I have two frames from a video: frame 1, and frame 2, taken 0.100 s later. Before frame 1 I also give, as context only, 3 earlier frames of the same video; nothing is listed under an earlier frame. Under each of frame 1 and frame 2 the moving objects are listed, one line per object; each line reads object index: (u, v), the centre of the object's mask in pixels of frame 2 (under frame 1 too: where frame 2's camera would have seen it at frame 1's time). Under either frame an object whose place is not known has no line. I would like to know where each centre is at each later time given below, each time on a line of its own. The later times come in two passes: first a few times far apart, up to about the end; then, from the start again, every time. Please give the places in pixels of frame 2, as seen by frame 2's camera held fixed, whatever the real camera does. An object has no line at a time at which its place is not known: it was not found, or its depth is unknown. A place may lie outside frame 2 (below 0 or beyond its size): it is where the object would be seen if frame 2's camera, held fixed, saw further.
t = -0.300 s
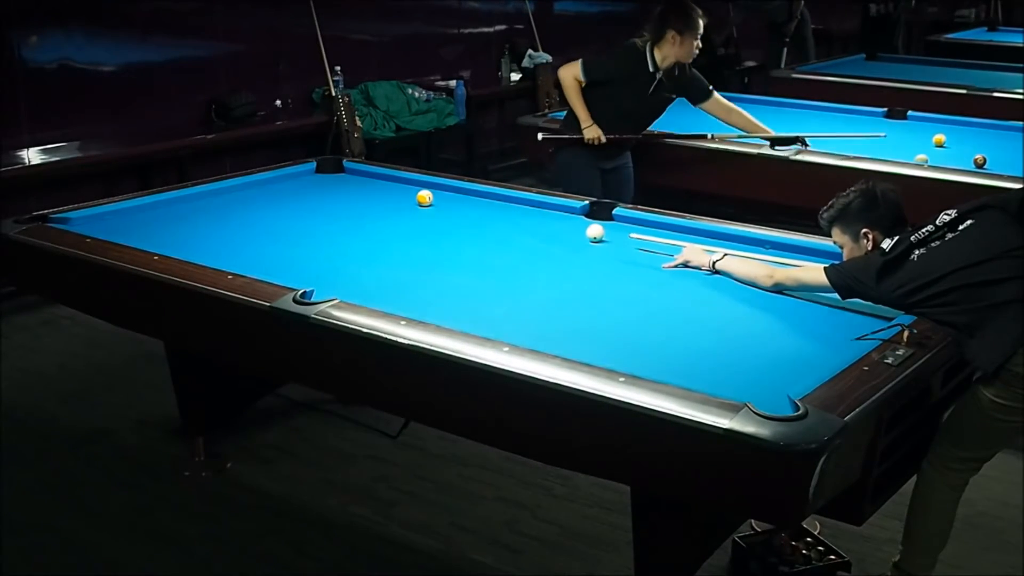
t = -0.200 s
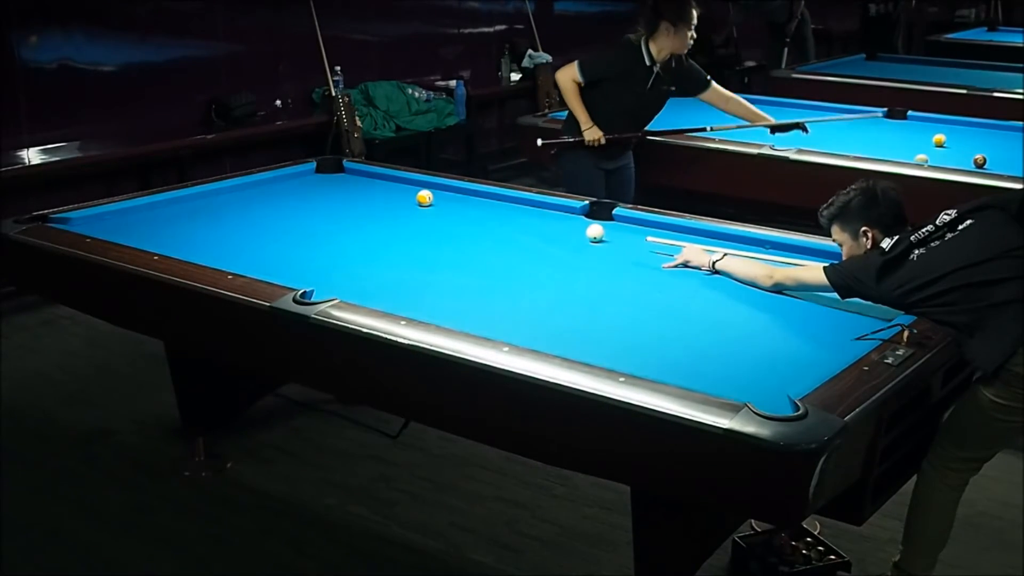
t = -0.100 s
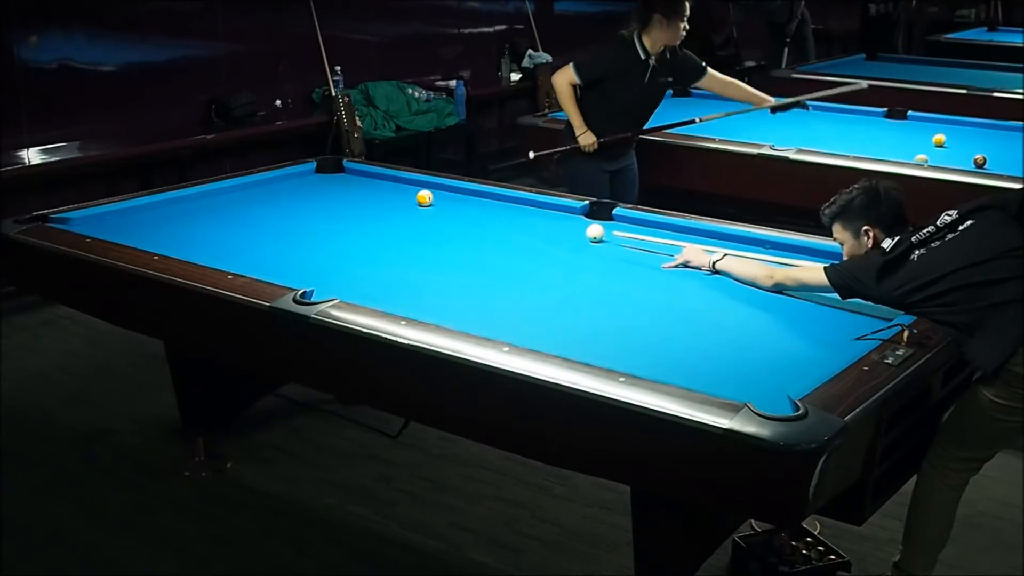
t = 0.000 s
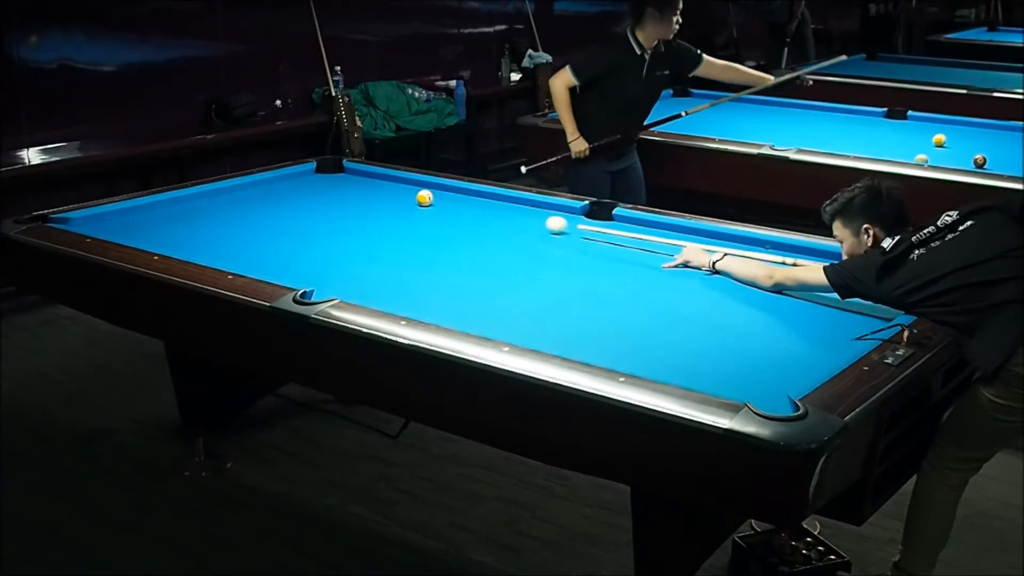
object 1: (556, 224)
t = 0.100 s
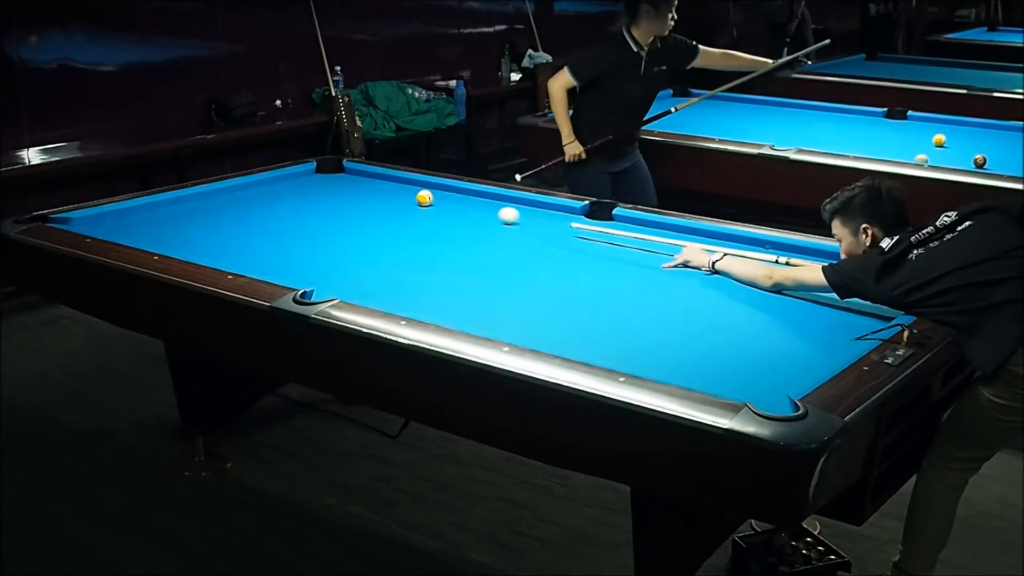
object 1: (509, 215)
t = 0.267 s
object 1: (436, 201)
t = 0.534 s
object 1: (393, 200)
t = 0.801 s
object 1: (346, 198)
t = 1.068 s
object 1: (303, 196)
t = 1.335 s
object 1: (261, 194)
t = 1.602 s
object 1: (221, 191)
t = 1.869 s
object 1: (223, 196)
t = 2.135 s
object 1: (230, 201)
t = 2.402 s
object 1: (236, 206)
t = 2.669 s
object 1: (243, 211)
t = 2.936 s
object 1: (249, 215)
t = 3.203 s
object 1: (256, 220)
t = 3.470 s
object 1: (261, 224)
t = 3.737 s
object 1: (267, 228)
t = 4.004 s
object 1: (272, 231)
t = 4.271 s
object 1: (277, 234)
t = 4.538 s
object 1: (280, 237)
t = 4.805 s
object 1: (284, 239)
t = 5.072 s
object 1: (286, 241)
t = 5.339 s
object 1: (288, 243)
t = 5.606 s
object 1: (290, 244)
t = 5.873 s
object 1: (291, 245)
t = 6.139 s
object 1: (291, 245)
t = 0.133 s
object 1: (494, 213)
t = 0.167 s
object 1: (479, 210)
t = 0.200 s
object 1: (464, 207)
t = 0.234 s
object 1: (450, 204)
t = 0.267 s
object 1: (436, 201)
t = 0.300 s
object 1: (430, 201)
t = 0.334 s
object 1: (426, 201)
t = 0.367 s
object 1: (422, 202)
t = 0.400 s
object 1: (416, 202)
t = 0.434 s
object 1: (411, 201)
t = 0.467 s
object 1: (405, 201)
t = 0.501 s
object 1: (399, 201)
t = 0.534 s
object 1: (393, 200)
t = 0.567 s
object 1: (387, 200)
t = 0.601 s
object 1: (381, 200)
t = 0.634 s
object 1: (375, 200)
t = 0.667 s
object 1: (369, 199)
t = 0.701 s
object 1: (363, 199)
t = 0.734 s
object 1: (358, 199)
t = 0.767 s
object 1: (352, 198)
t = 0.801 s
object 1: (346, 198)
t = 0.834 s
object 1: (341, 198)
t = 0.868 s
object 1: (335, 197)
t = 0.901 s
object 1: (329, 197)
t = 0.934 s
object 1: (324, 197)
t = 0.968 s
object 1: (319, 197)
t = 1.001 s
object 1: (313, 196)
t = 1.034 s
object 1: (308, 196)
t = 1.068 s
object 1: (303, 196)
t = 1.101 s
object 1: (297, 196)
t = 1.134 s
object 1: (292, 195)
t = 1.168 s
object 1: (287, 195)
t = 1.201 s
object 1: (281, 195)
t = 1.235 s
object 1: (276, 194)
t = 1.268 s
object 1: (271, 194)
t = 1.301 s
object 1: (266, 194)
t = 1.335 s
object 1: (261, 194)
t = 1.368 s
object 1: (256, 193)
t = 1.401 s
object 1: (251, 193)
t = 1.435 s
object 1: (246, 193)
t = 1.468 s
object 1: (241, 193)
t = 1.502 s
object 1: (236, 192)
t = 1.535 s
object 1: (231, 192)
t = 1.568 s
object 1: (226, 192)
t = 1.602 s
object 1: (221, 191)
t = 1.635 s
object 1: (217, 191)
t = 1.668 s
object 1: (217, 192)
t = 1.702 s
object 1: (218, 193)
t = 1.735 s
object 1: (219, 193)
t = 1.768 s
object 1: (220, 194)
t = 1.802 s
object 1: (221, 195)
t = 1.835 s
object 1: (221, 195)
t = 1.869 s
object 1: (223, 196)
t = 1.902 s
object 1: (223, 196)
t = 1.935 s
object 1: (225, 197)
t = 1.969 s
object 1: (225, 198)
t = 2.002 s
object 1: (226, 198)
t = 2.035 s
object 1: (227, 199)
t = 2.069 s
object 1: (228, 200)
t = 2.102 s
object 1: (229, 200)
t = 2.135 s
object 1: (230, 201)
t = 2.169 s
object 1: (230, 202)
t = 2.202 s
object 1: (231, 202)
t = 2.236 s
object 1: (232, 203)
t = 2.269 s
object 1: (233, 204)
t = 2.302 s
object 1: (234, 204)
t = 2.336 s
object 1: (235, 205)
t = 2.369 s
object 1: (235, 205)
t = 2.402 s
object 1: (236, 206)
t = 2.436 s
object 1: (237, 207)
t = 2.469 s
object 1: (238, 207)
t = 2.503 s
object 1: (239, 208)
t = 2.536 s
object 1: (240, 209)
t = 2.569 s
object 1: (241, 209)
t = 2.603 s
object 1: (241, 210)
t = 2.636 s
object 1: (242, 210)
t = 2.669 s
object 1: (243, 211)
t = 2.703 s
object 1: (244, 211)
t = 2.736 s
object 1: (245, 212)
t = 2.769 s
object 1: (245, 213)
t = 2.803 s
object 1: (246, 213)
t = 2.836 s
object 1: (247, 214)
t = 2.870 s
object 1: (248, 214)
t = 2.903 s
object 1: (249, 215)
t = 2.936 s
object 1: (249, 215)
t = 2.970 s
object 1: (250, 216)
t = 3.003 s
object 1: (251, 217)
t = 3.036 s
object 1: (252, 217)
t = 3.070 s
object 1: (253, 218)
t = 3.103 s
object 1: (253, 218)
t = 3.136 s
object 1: (254, 219)
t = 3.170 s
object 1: (255, 219)
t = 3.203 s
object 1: (256, 220)
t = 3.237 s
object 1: (256, 220)
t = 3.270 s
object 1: (257, 221)
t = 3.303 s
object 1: (258, 221)
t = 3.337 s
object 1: (259, 222)
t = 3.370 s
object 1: (259, 222)
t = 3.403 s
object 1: (260, 223)
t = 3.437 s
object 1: (261, 223)
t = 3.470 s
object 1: (261, 224)
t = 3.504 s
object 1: (262, 224)
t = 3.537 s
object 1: (263, 225)
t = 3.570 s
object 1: (264, 225)
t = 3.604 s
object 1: (264, 226)
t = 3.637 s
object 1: (265, 226)
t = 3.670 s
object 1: (266, 227)
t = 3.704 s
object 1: (266, 227)
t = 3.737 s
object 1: (267, 228)
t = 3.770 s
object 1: (268, 228)
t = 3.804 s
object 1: (268, 228)
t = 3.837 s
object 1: (269, 229)
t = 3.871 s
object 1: (270, 229)
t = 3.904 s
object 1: (270, 230)
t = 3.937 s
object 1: (271, 230)
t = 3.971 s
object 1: (271, 230)
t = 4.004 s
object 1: (272, 231)
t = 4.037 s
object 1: (272, 231)
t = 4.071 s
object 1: (273, 232)
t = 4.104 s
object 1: (274, 232)
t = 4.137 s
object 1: (274, 232)
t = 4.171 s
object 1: (275, 233)
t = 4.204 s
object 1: (275, 233)
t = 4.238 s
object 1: (276, 234)
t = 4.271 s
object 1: (277, 234)
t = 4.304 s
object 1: (277, 234)
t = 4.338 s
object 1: (278, 235)
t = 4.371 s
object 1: (278, 235)
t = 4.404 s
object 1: (279, 235)
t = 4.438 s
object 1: (279, 236)
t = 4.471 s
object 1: (280, 236)
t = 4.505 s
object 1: (280, 236)
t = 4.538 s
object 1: (280, 237)
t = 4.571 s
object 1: (281, 237)
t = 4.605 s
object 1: (281, 237)
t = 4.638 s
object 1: (282, 238)
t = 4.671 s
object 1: (282, 238)
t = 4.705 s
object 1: (282, 238)
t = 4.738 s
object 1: (283, 238)
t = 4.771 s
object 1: (283, 239)
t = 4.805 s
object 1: (284, 239)
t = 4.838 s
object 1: (284, 239)
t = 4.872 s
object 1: (284, 240)
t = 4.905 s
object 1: (285, 240)
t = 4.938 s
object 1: (285, 240)
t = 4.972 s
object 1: (285, 240)
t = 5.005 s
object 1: (286, 241)
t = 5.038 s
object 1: (286, 241)
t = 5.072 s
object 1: (286, 241)
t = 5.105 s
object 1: (286, 241)
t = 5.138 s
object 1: (287, 241)
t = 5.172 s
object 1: (287, 242)
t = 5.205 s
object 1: (287, 242)
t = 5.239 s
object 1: (288, 242)
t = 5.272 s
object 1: (288, 242)
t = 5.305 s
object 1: (288, 242)
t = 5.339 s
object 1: (288, 243)
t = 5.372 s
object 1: (288, 243)
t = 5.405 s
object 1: (288, 243)
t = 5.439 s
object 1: (289, 243)
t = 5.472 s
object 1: (289, 243)
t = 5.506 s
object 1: (289, 243)
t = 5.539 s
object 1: (289, 243)
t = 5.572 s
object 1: (289, 244)
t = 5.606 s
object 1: (290, 244)
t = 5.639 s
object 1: (290, 244)
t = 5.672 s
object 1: (290, 244)
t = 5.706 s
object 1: (290, 244)
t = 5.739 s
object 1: (290, 244)
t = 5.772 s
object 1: (290, 244)
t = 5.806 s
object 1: (290, 244)
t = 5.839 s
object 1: (290, 245)
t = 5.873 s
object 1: (291, 245)
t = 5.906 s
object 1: (291, 245)
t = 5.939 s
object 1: (291, 245)
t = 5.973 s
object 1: (291, 245)
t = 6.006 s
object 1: (291, 245)
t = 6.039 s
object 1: (291, 245)
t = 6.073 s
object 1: (291, 245)
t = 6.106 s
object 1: (291, 245)
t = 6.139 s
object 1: (291, 245)
